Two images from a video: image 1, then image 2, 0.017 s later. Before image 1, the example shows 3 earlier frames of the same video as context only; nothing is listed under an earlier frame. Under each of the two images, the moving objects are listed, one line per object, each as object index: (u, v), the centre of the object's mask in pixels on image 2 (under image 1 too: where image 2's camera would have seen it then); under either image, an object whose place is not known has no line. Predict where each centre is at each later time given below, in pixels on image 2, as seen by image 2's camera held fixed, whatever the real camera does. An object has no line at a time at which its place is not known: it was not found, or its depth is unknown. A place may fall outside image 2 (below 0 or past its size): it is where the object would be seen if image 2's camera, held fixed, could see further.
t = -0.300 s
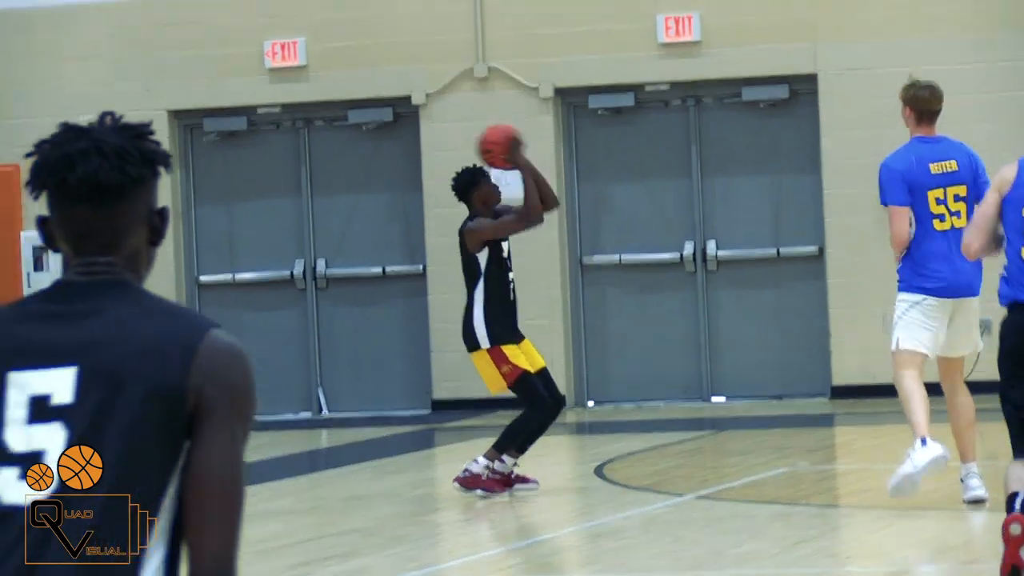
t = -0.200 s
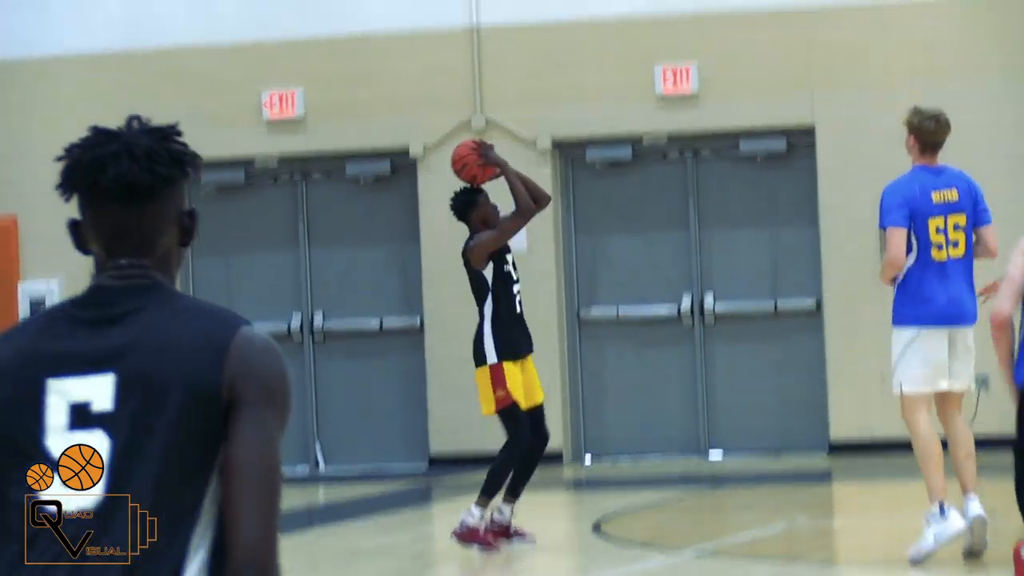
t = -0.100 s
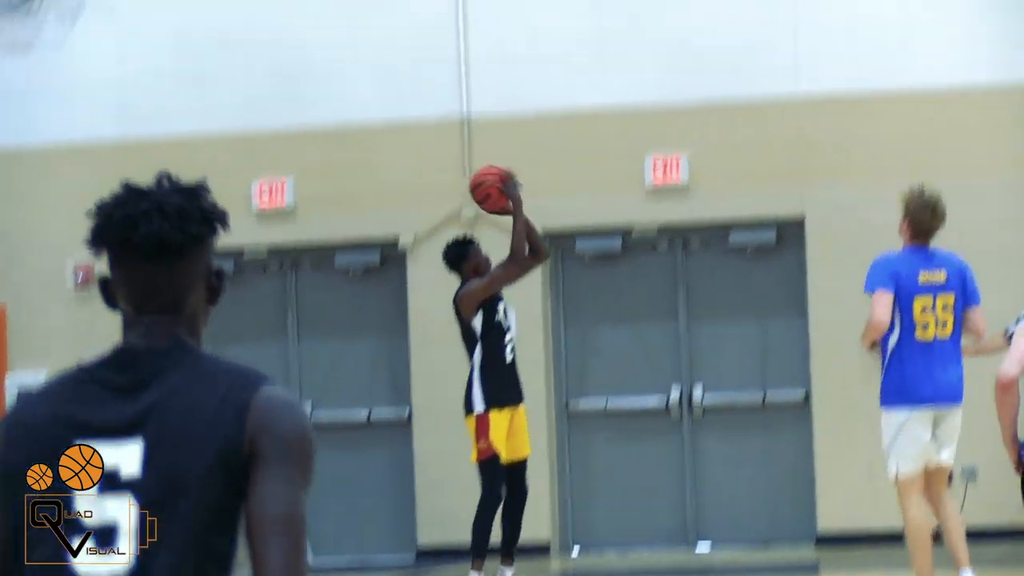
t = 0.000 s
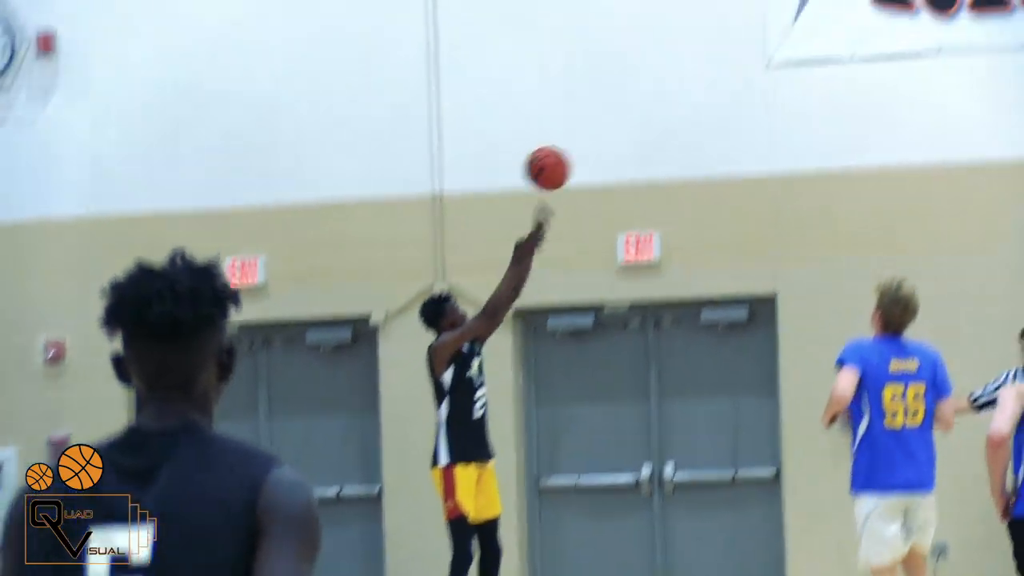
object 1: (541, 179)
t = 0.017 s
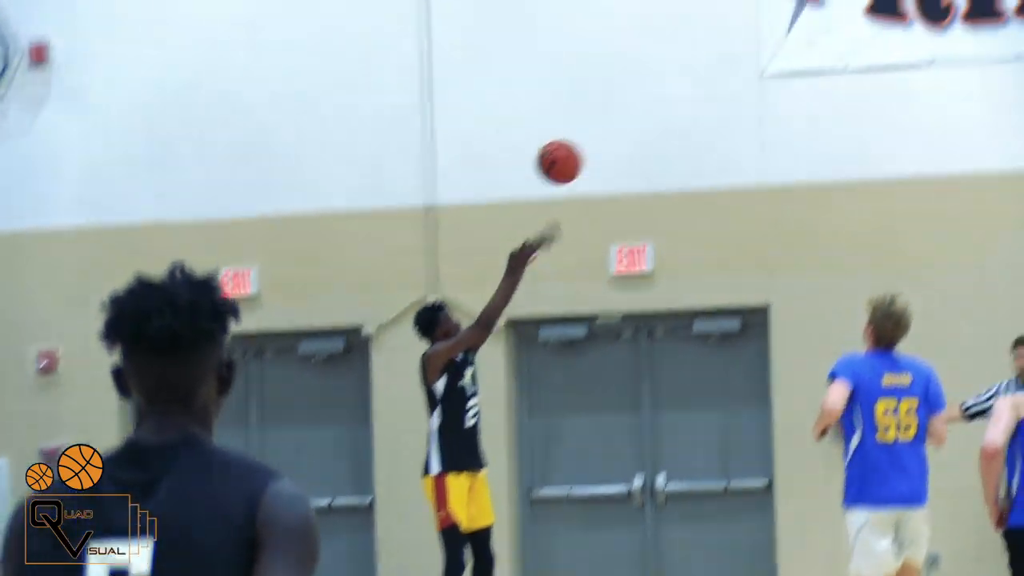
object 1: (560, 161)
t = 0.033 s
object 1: (579, 145)
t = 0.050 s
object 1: (598, 129)
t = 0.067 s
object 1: (617, 113)
